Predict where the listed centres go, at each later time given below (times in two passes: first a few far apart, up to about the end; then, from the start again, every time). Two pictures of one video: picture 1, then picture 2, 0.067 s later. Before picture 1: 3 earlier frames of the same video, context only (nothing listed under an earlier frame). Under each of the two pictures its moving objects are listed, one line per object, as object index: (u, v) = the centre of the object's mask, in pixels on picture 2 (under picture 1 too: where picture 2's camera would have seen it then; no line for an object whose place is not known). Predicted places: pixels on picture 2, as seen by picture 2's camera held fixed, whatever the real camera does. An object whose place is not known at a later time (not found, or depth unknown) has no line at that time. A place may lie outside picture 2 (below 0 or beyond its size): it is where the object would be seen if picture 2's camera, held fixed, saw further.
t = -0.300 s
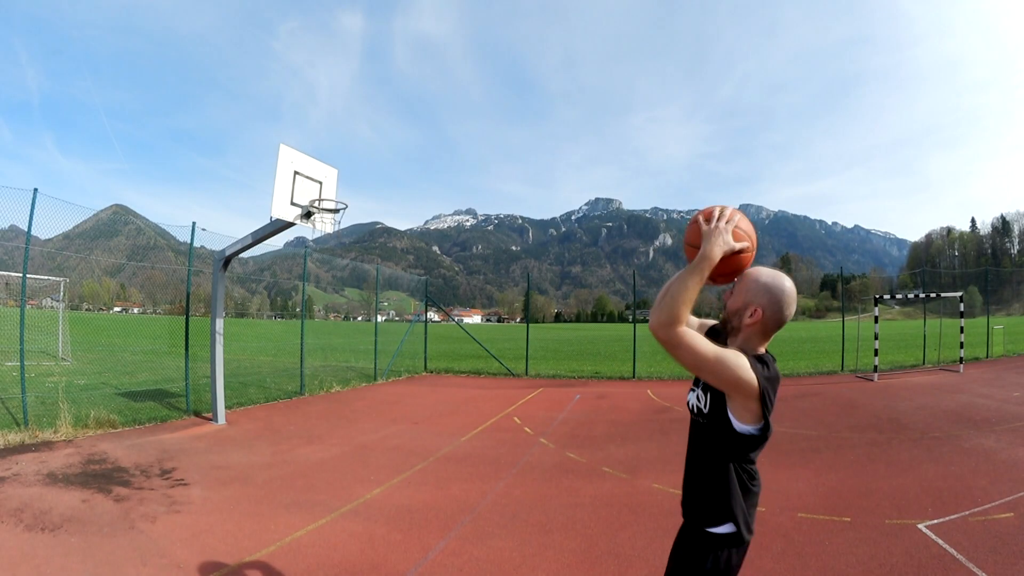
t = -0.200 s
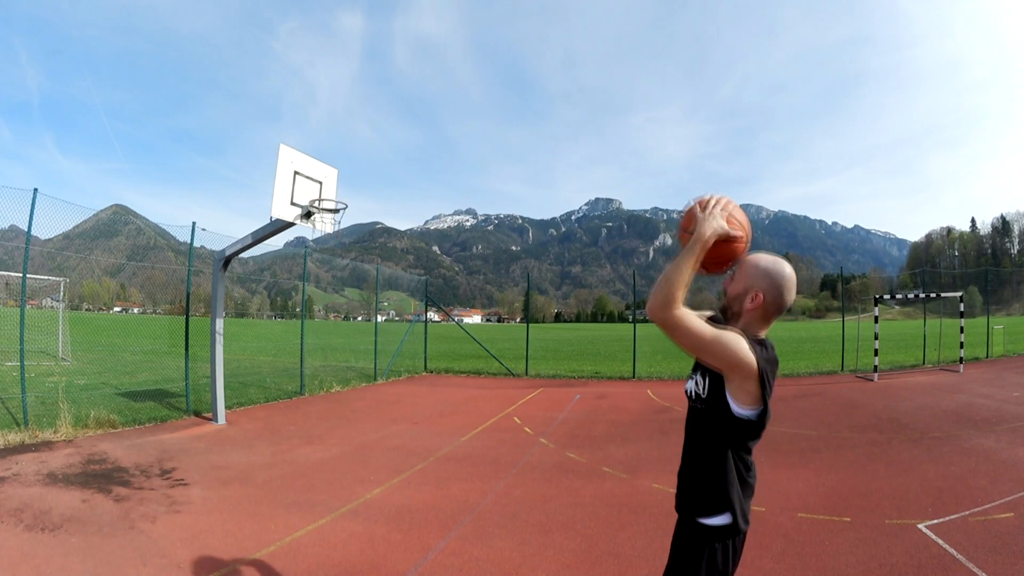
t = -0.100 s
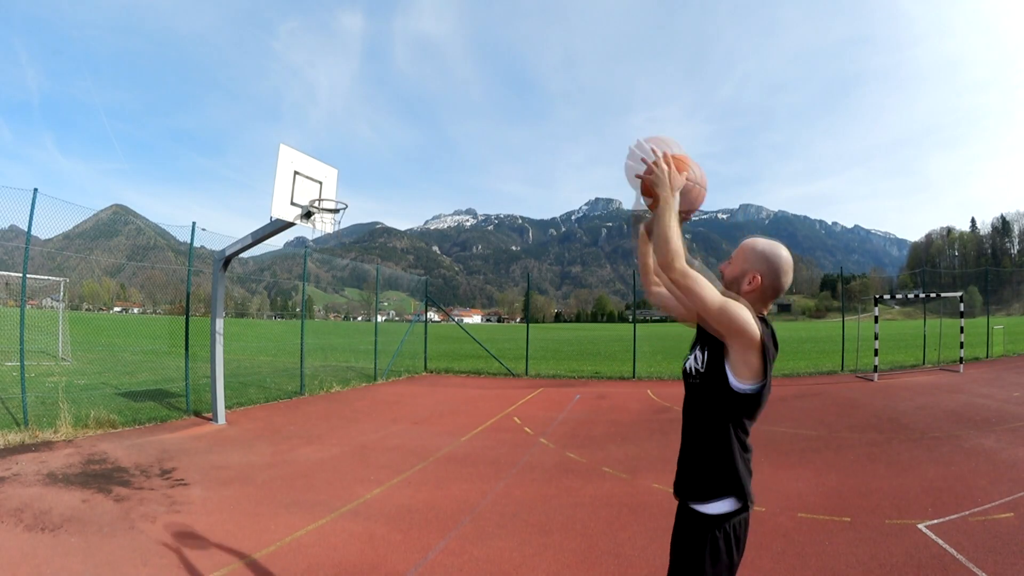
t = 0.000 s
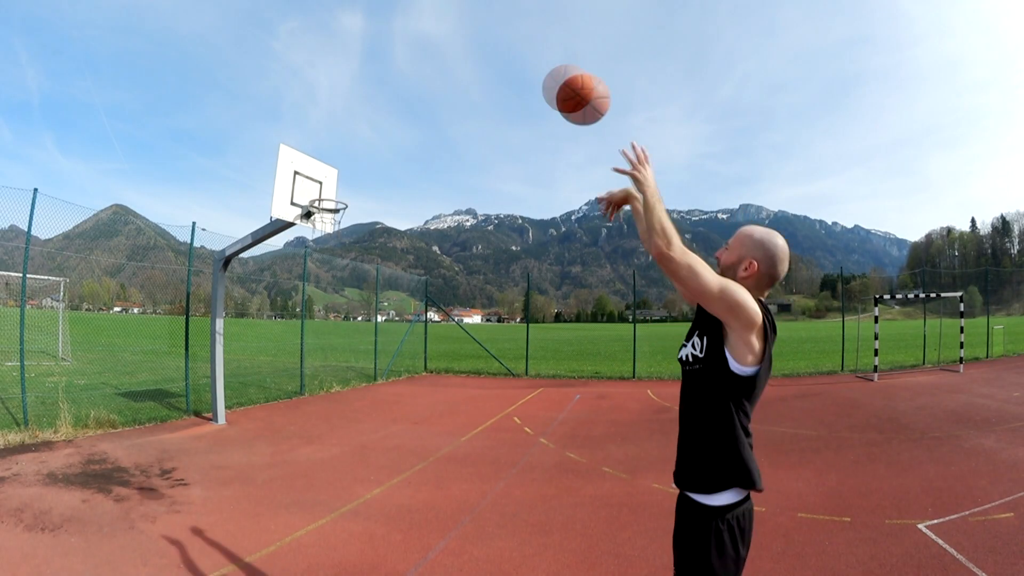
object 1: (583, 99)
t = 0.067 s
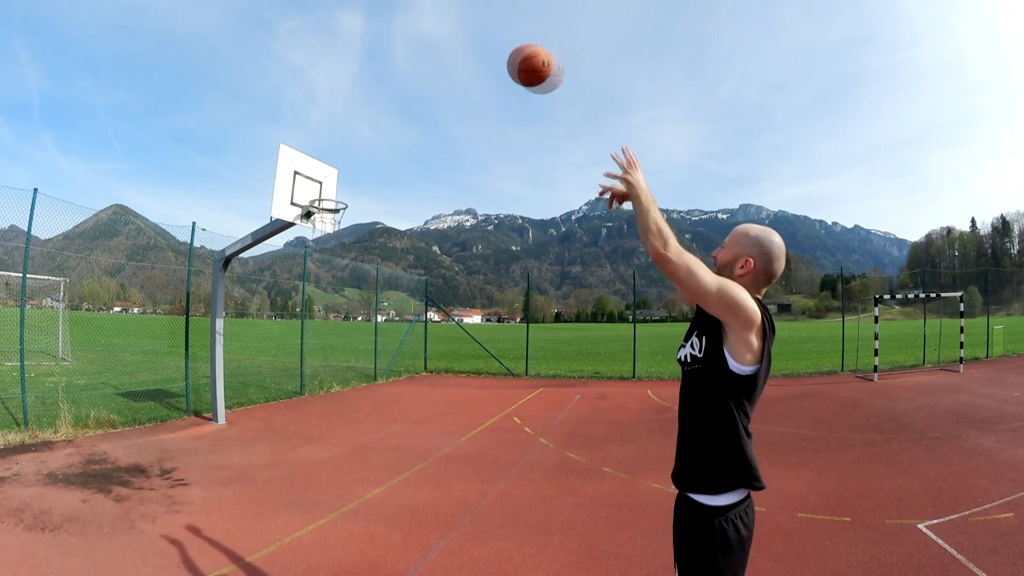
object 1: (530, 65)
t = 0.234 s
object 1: (461, 47)
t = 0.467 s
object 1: (403, 75)
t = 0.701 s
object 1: (364, 137)
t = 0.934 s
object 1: (361, 177)
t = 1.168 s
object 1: (418, 139)
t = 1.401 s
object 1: (476, 144)
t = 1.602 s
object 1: (527, 183)
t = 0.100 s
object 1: (514, 59)
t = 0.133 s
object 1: (499, 53)
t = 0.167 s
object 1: (483, 49)
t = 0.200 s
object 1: (472, 47)
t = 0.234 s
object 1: (461, 47)
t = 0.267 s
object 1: (451, 49)
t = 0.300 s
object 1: (441, 51)
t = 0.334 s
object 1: (433, 54)
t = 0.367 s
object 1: (424, 58)
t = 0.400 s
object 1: (416, 63)
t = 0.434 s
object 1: (409, 69)
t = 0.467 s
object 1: (403, 75)
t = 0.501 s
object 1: (396, 83)
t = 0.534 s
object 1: (390, 90)
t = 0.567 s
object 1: (384, 99)
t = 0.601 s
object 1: (379, 107)
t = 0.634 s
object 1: (374, 116)
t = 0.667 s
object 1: (369, 125)
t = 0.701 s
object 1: (364, 137)
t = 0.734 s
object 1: (360, 147)
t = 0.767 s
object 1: (356, 159)
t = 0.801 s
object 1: (352, 172)
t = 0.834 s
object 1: (348, 183)
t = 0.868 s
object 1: (346, 192)
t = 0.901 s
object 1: (353, 185)
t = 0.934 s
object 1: (361, 177)
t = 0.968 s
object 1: (368, 170)
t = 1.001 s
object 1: (378, 161)
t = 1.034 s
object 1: (386, 155)
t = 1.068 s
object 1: (393, 150)
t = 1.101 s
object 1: (402, 146)
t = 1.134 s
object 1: (410, 142)
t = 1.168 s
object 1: (418, 139)
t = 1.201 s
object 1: (427, 137)
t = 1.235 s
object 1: (435, 136)
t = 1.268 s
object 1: (444, 136)
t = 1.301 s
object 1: (452, 136)
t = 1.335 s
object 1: (459, 138)
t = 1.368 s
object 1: (468, 140)
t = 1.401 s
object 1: (476, 144)
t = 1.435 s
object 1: (484, 147)
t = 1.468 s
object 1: (494, 153)
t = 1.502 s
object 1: (501, 159)
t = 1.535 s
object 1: (509, 165)
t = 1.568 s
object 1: (520, 175)
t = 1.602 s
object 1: (527, 183)
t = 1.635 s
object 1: (535, 192)
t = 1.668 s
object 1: (545, 205)
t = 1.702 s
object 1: (553, 216)
